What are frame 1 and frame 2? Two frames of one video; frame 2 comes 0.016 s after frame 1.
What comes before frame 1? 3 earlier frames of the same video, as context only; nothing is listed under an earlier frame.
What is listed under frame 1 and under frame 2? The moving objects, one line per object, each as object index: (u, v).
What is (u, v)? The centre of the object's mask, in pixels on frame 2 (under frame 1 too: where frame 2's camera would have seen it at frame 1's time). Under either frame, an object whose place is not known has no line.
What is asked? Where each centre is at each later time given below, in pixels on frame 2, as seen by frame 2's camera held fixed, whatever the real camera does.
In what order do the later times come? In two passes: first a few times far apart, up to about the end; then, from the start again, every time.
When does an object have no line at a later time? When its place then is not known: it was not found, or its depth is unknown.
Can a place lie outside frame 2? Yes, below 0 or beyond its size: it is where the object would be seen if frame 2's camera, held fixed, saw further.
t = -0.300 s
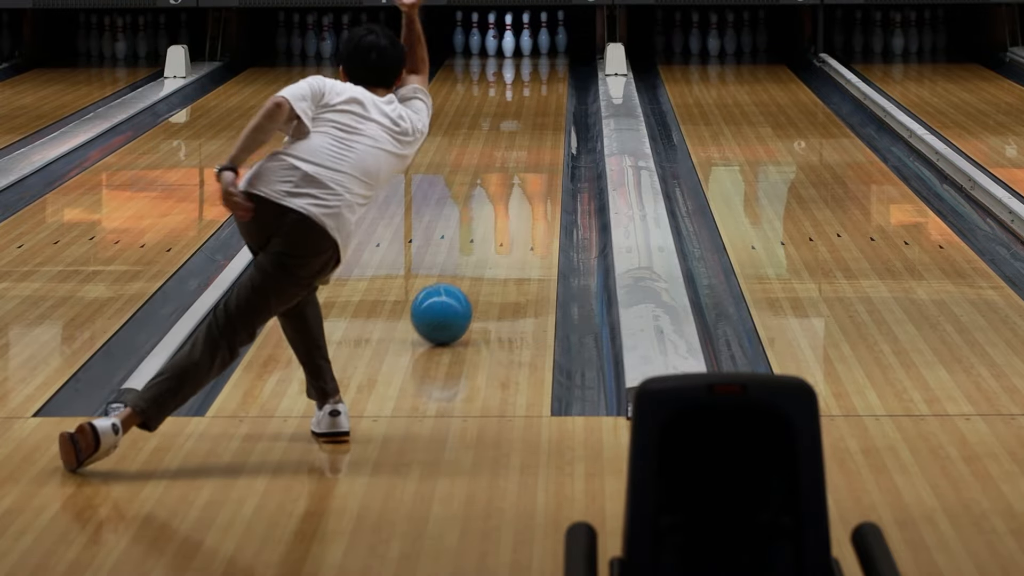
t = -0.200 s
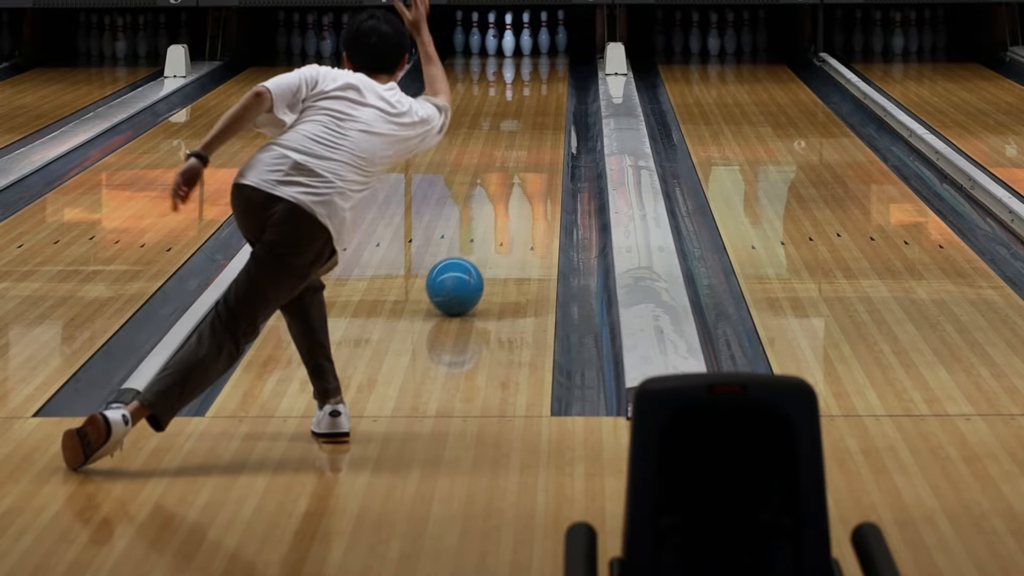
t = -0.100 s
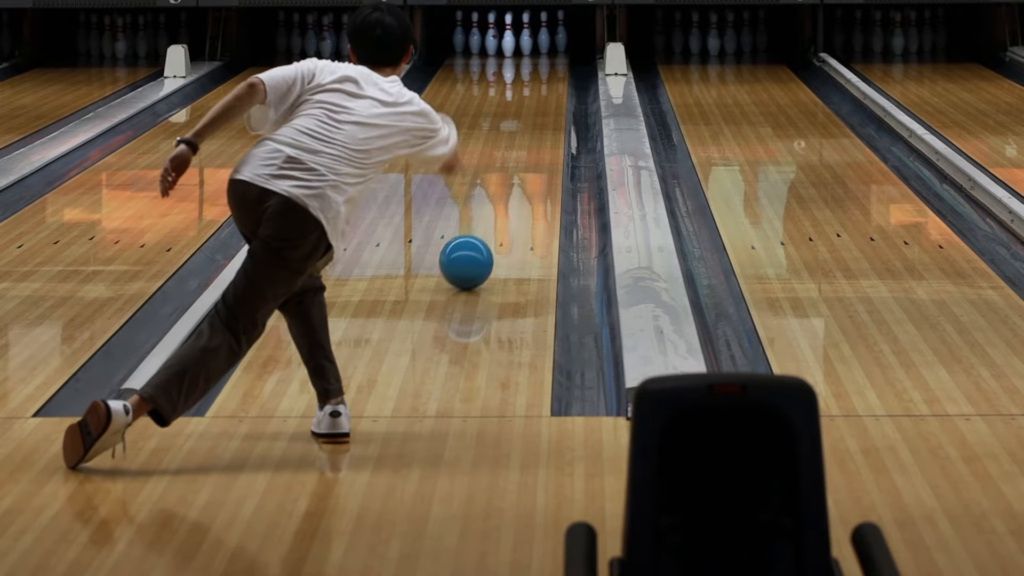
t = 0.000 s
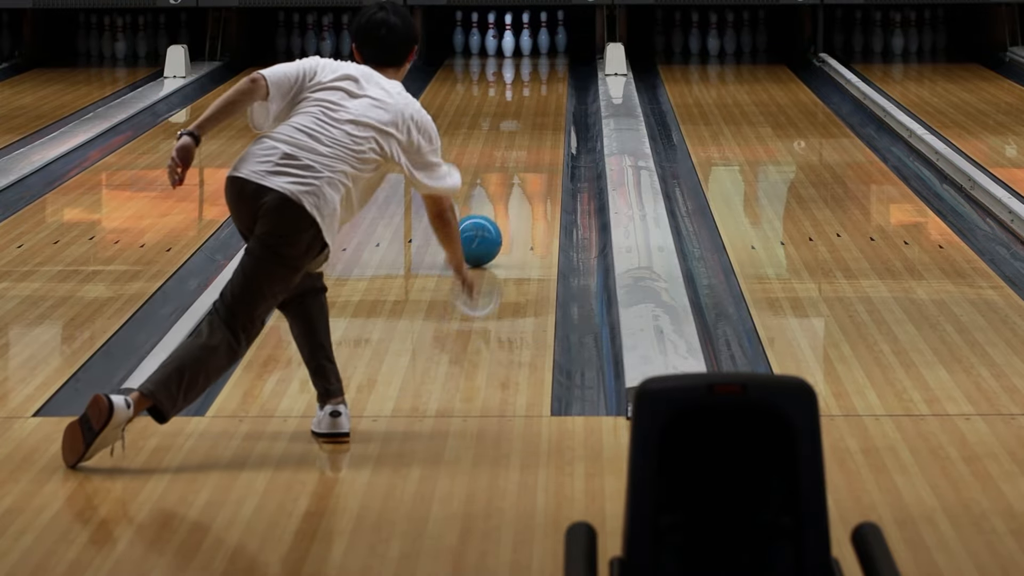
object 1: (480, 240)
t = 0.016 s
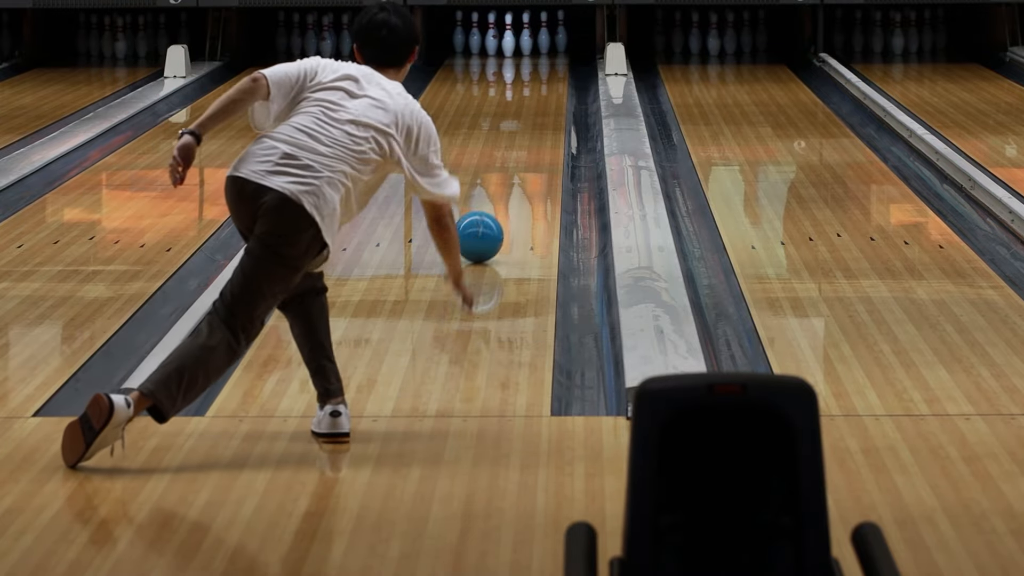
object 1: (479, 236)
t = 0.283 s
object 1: (499, 190)
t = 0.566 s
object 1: (514, 151)
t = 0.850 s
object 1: (525, 121)
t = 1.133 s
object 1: (531, 97)
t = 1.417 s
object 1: (534, 77)
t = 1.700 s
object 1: (533, 61)
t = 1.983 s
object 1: (527, 48)
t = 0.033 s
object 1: (479, 233)
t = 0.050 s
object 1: (481, 230)
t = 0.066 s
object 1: (482, 227)
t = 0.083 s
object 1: (484, 224)
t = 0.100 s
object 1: (485, 221)
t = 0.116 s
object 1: (487, 218)
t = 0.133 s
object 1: (488, 215)
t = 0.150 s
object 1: (489, 212)
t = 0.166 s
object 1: (490, 209)
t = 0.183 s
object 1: (492, 206)
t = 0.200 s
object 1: (493, 203)
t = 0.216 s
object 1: (494, 201)
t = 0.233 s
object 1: (495, 198)
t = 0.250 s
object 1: (496, 195)
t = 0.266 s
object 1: (498, 192)
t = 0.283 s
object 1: (499, 190)
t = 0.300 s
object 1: (500, 187)
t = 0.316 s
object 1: (501, 184)
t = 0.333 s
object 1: (502, 182)
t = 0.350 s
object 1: (503, 180)
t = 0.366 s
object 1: (504, 177)
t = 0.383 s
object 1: (505, 175)
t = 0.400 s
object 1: (506, 173)
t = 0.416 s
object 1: (507, 171)
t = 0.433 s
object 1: (507, 168)
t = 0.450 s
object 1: (508, 166)
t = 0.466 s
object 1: (509, 164)
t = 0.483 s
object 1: (510, 162)
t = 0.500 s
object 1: (511, 160)
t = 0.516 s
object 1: (512, 157)
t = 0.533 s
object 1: (512, 155)
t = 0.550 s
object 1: (513, 153)
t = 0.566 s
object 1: (514, 151)
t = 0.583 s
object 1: (515, 150)
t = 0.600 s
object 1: (516, 148)
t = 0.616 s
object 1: (516, 146)
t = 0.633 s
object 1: (517, 144)
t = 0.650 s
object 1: (518, 142)
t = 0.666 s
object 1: (518, 140)
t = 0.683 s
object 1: (519, 138)
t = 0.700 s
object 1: (520, 137)
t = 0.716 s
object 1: (520, 135)
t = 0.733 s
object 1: (521, 133)
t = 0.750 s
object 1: (522, 131)
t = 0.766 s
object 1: (522, 129)
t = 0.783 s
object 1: (523, 128)
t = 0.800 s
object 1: (523, 126)
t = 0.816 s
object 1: (524, 125)
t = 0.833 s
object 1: (524, 123)
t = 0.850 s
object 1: (525, 121)
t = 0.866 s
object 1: (525, 120)
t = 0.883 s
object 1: (526, 118)
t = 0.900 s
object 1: (526, 117)
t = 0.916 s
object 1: (526, 115)
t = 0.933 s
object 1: (527, 114)
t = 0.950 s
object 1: (528, 112)
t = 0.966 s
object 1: (528, 111)
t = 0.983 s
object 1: (529, 110)
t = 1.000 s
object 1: (529, 108)
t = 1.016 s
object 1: (529, 107)
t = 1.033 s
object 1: (530, 105)
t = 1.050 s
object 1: (530, 104)
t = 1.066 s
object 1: (530, 102)
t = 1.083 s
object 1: (531, 101)
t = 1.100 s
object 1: (531, 100)
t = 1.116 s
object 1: (531, 98)
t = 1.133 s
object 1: (531, 97)
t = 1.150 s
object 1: (532, 96)
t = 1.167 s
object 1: (532, 95)
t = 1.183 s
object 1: (532, 93)
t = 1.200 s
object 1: (532, 92)
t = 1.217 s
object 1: (533, 91)
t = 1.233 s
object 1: (533, 90)
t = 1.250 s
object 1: (533, 89)
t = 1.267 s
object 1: (533, 87)
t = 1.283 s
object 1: (533, 86)
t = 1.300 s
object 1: (533, 85)
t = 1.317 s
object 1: (533, 84)
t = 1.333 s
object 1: (533, 83)
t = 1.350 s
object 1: (534, 81)
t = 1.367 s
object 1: (534, 80)
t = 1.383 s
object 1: (534, 79)
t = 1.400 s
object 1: (534, 78)
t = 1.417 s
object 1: (534, 77)
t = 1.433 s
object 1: (534, 76)
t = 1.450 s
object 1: (534, 75)
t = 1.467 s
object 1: (534, 74)
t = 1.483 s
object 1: (534, 73)
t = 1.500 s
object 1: (534, 72)
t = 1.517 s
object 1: (534, 71)
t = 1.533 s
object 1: (534, 70)
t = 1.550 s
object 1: (534, 69)
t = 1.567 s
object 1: (534, 69)
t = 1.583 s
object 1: (533, 68)
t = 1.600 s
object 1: (533, 67)
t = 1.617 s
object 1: (533, 66)
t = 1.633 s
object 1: (533, 65)
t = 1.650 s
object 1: (533, 64)
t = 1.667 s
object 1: (533, 63)
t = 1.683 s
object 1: (533, 63)
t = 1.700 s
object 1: (533, 61)
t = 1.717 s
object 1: (532, 61)
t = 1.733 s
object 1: (532, 60)
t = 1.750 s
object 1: (532, 59)
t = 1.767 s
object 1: (532, 58)
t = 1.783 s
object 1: (531, 57)
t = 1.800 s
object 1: (531, 56)
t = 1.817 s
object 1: (531, 55)
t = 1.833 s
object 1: (530, 54)
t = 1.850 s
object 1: (530, 54)
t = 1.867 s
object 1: (530, 53)
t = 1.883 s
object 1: (530, 52)
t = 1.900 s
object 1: (529, 51)
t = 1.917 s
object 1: (529, 51)
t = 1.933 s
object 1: (528, 50)
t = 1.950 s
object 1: (528, 49)
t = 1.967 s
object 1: (528, 49)
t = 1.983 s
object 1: (527, 48)
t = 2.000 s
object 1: (526, 47)
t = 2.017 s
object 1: (526, 46)
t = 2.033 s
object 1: (525, 46)
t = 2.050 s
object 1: (525, 45)
